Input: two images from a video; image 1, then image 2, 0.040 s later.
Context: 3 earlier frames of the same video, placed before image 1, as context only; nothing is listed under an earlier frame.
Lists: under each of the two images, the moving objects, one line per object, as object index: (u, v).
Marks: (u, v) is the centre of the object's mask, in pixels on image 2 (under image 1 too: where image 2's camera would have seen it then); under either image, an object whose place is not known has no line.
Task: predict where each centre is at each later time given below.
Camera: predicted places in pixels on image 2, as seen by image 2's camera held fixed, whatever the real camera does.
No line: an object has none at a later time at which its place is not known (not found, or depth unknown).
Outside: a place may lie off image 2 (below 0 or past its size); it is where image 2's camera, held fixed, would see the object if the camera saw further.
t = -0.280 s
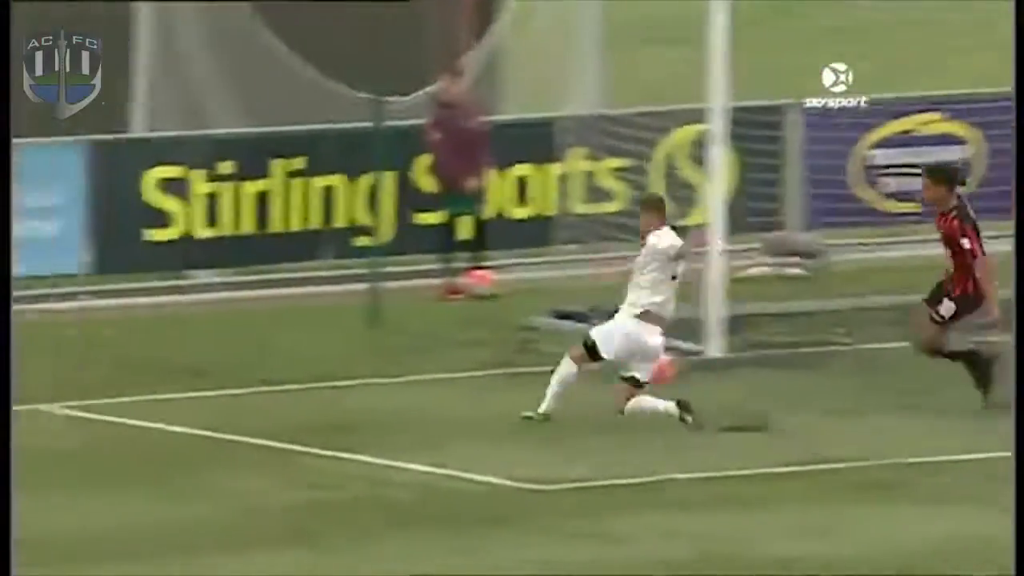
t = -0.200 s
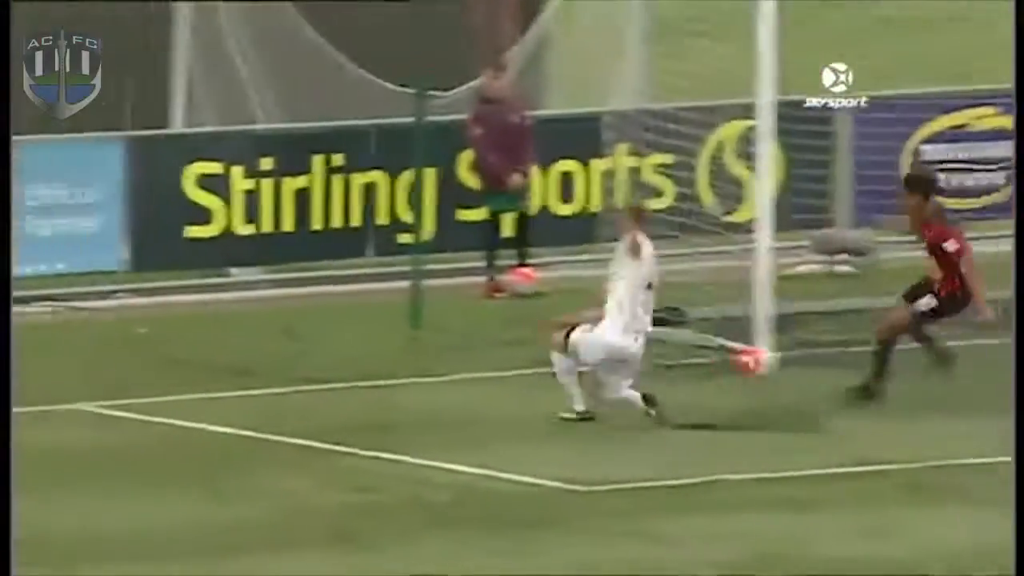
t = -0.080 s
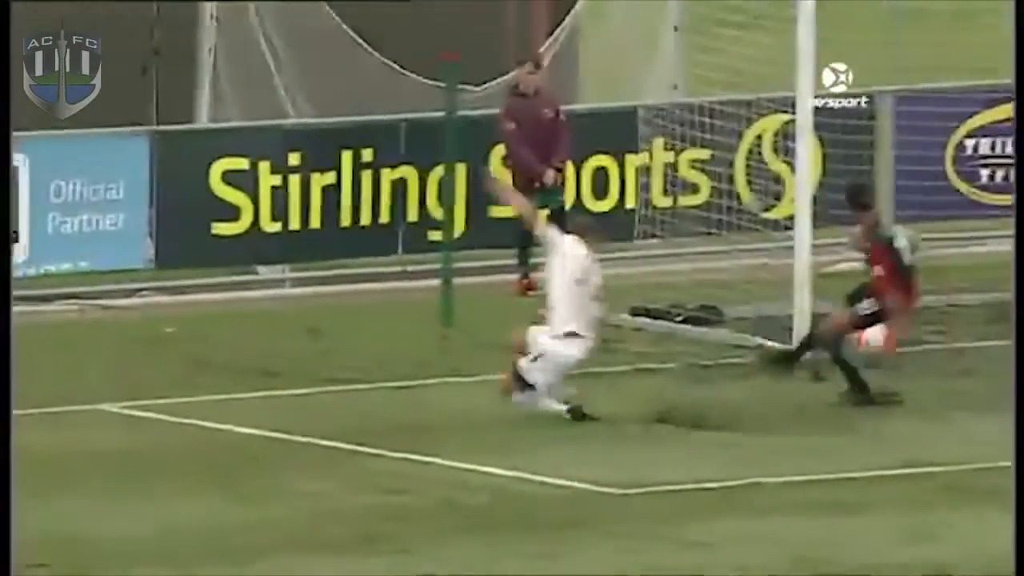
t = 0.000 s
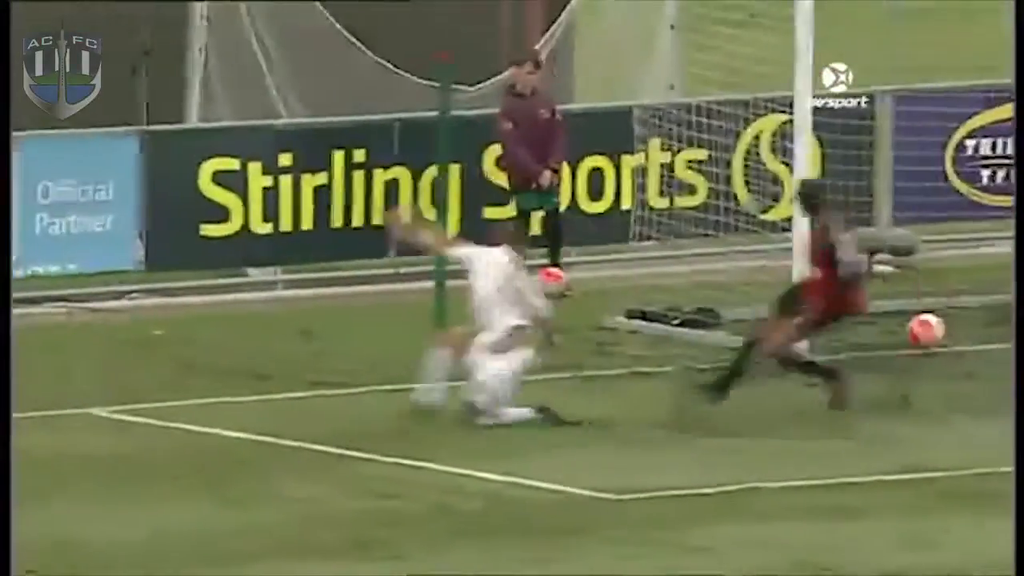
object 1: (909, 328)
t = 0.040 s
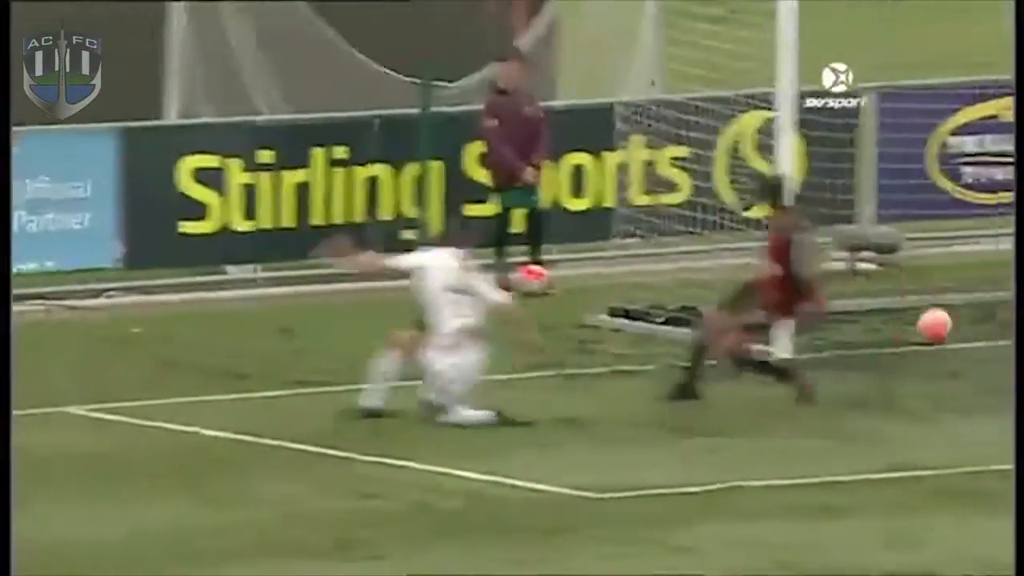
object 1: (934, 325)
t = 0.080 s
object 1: (955, 310)
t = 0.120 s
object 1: (976, 295)
